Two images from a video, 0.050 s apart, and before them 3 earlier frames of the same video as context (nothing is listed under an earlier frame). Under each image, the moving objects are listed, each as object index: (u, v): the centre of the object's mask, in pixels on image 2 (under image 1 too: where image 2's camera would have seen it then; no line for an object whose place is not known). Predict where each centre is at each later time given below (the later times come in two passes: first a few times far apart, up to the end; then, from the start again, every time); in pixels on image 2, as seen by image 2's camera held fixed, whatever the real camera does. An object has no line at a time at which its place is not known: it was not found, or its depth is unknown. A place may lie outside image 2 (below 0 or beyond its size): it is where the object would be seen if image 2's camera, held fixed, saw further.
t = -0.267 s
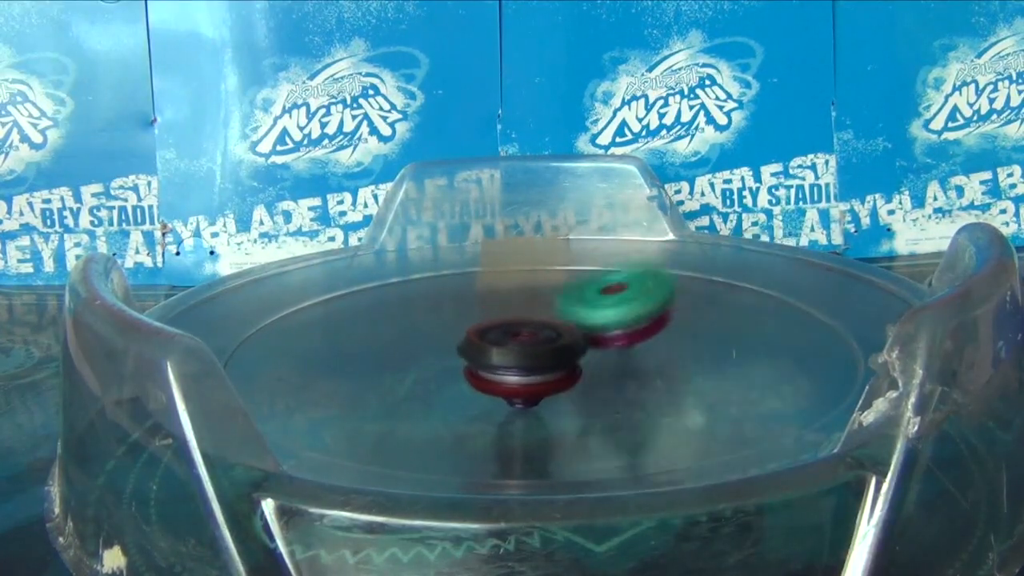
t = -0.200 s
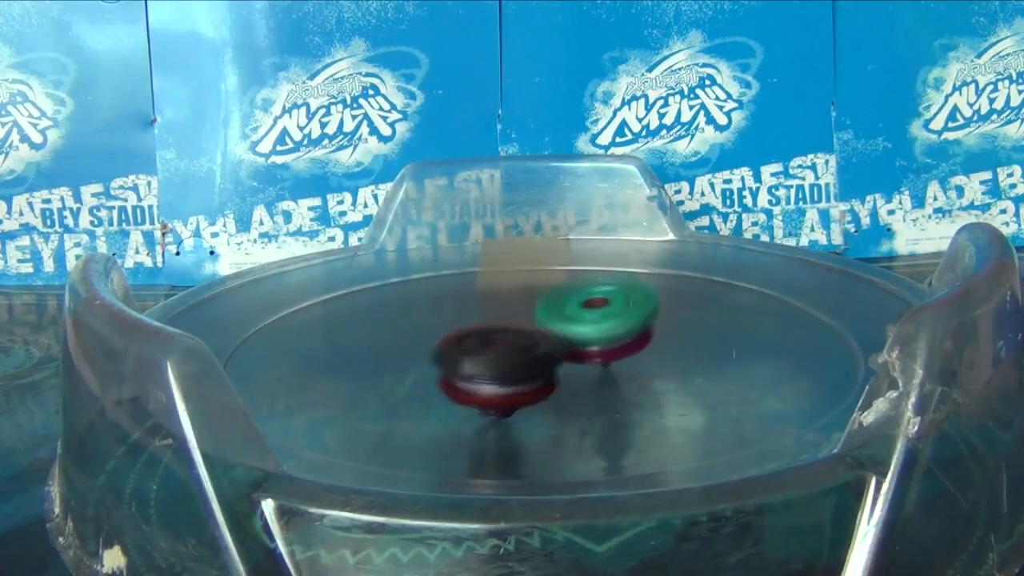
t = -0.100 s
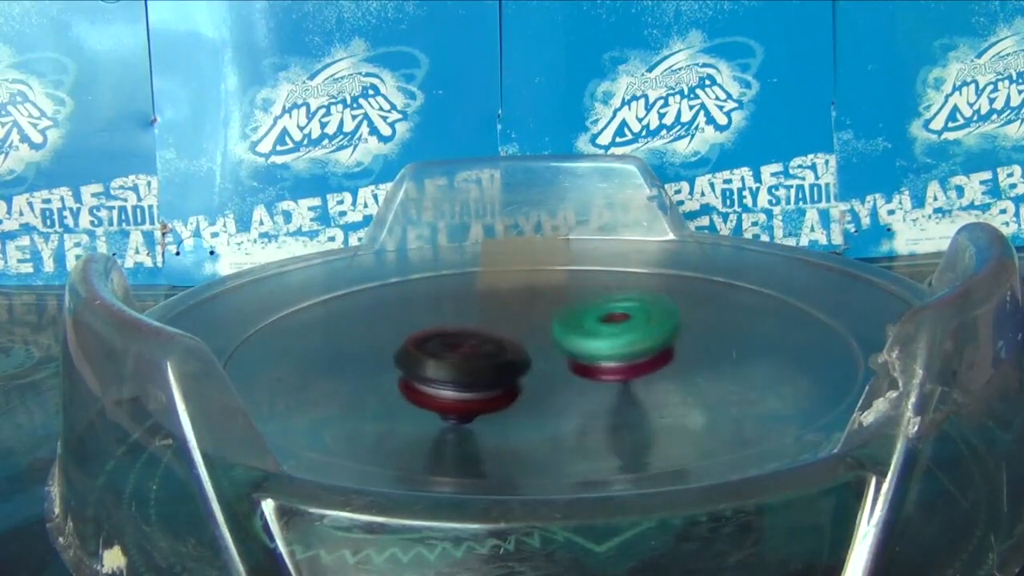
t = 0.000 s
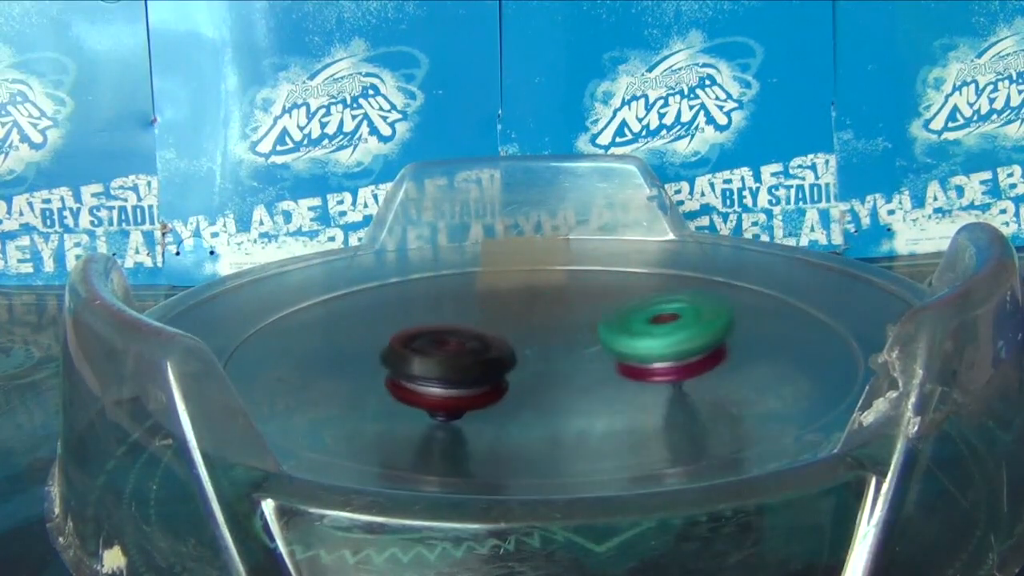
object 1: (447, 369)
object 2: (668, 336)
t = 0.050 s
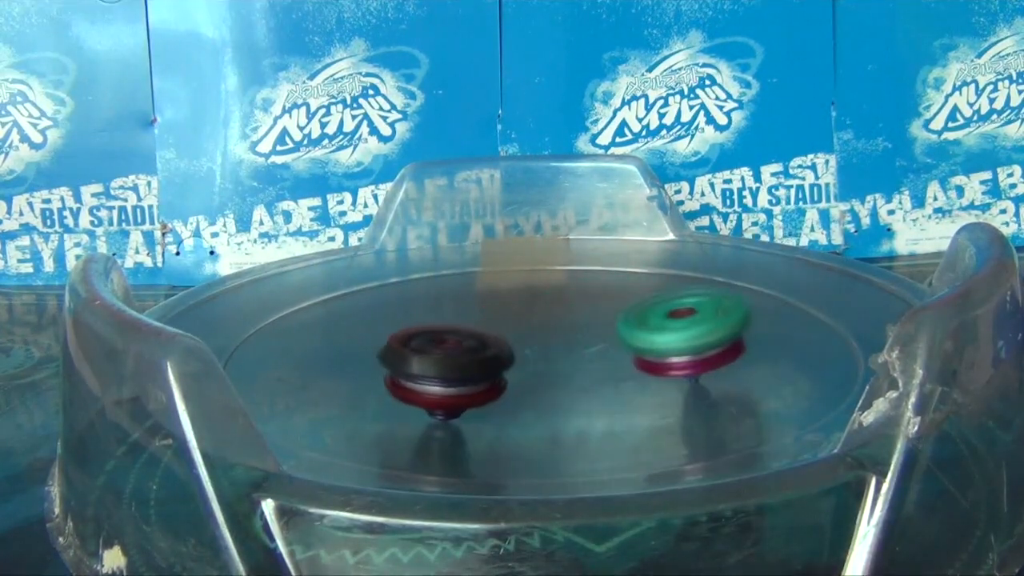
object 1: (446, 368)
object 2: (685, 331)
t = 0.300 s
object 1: (475, 359)
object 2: (605, 333)
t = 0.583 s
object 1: (479, 340)
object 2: (649, 355)
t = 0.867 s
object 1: (487, 323)
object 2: (622, 332)
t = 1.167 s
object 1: (470, 305)
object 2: (622, 359)
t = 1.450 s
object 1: (488, 319)
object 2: (602, 346)
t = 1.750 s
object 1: (432, 286)
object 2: (641, 359)
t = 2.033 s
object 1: (467, 301)
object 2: (504, 362)
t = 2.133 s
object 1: (490, 311)
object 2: (493, 381)
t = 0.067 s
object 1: (445, 368)
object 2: (688, 329)
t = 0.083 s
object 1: (445, 368)
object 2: (690, 328)
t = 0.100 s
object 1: (444, 367)
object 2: (691, 327)
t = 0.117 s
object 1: (445, 366)
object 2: (690, 325)
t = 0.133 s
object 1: (446, 366)
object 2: (688, 324)
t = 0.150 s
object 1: (447, 365)
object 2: (684, 324)
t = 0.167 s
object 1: (449, 364)
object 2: (680, 323)
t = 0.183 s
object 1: (451, 363)
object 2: (673, 323)
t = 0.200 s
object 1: (454, 363)
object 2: (665, 324)
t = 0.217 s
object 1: (457, 362)
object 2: (657, 324)
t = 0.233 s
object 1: (460, 361)
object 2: (648, 325)
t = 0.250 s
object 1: (464, 361)
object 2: (637, 327)
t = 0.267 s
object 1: (467, 360)
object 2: (627, 328)
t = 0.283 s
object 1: (472, 359)
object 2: (616, 331)
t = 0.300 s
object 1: (475, 359)
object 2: (605, 333)
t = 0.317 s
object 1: (473, 357)
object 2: (600, 336)
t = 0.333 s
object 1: (467, 357)
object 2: (600, 338)
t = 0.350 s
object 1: (462, 356)
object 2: (601, 339)
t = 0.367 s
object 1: (459, 355)
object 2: (602, 341)
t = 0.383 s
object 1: (457, 354)
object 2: (603, 343)
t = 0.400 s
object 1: (455, 352)
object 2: (604, 345)
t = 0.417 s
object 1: (454, 350)
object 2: (606, 347)
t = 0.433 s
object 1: (454, 349)
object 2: (607, 349)
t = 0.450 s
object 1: (455, 347)
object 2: (610, 350)
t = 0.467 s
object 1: (457, 346)
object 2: (613, 352)
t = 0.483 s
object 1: (459, 345)
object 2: (617, 353)
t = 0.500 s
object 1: (462, 344)
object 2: (622, 354)
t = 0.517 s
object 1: (465, 343)
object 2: (626, 356)
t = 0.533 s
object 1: (468, 341)
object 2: (632, 355)
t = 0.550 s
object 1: (472, 341)
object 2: (638, 356)
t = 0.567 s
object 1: (475, 340)
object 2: (644, 356)
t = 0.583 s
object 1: (479, 340)
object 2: (649, 355)
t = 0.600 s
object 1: (482, 339)
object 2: (656, 354)
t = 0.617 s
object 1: (485, 339)
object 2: (661, 352)
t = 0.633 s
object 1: (489, 338)
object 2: (666, 351)
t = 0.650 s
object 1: (492, 338)
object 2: (670, 349)
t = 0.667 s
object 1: (496, 337)
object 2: (673, 347)
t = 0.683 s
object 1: (499, 337)
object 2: (673, 345)
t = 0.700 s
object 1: (502, 337)
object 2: (673, 342)
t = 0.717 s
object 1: (506, 336)
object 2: (670, 341)
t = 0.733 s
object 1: (508, 336)
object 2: (666, 339)
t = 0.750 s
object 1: (512, 335)
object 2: (659, 337)
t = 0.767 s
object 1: (516, 335)
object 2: (649, 335)
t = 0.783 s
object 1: (517, 334)
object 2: (642, 334)
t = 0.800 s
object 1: (511, 333)
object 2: (640, 333)
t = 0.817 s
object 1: (505, 331)
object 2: (634, 332)
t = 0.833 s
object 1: (502, 328)
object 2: (627, 332)
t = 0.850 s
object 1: (496, 326)
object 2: (624, 332)
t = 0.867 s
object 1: (487, 323)
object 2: (622, 332)
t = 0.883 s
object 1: (481, 321)
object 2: (621, 333)
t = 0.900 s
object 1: (477, 318)
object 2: (619, 333)
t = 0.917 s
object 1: (475, 316)
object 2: (616, 335)
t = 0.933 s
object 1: (474, 314)
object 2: (614, 337)
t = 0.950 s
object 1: (473, 312)
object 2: (611, 340)
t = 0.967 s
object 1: (472, 311)
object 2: (609, 341)
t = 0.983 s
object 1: (471, 310)
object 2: (607, 343)
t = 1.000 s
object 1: (471, 309)
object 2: (606, 345)
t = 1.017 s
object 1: (470, 308)
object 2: (605, 347)
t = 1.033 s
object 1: (469, 307)
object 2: (605, 348)
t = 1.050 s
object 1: (469, 307)
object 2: (605, 351)
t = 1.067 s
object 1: (468, 306)
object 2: (606, 352)
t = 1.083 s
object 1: (468, 305)
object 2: (607, 354)
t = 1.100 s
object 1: (468, 305)
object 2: (609, 356)
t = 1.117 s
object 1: (468, 305)
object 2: (612, 357)
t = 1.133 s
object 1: (469, 305)
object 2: (615, 358)
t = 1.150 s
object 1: (469, 305)
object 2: (618, 358)
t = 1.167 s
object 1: (470, 305)
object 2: (622, 359)
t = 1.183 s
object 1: (471, 305)
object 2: (626, 359)
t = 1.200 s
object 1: (472, 305)
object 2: (630, 359)
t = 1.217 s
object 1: (473, 306)
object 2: (633, 359)
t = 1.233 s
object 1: (474, 307)
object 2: (638, 358)
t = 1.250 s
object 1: (476, 307)
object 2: (642, 356)
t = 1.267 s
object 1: (478, 308)
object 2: (644, 355)
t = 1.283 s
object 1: (479, 309)
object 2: (646, 355)
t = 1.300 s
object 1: (481, 310)
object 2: (647, 353)
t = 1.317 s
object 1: (482, 311)
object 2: (647, 352)
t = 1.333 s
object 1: (485, 313)
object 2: (645, 350)
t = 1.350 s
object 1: (486, 314)
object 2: (642, 349)
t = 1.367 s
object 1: (488, 316)
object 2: (637, 347)
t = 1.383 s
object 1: (491, 318)
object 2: (630, 347)
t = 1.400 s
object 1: (492, 319)
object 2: (623, 346)
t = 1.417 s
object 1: (494, 321)
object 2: (613, 345)
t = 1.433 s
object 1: (494, 322)
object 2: (604, 346)
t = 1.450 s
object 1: (488, 319)
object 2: (602, 346)
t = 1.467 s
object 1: (475, 315)
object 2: (605, 349)
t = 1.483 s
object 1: (463, 311)
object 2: (608, 352)
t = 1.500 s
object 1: (453, 307)
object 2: (610, 354)
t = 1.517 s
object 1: (444, 303)
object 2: (611, 356)
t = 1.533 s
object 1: (438, 299)
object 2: (612, 357)
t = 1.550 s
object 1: (435, 296)
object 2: (613, 359)
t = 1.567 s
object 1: (432, 294)
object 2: (614, 360)
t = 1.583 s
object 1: (431, 292)
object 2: (616, 361)
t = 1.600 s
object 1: (430, 290)
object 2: (619, 362)
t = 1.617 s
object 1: (429, 289)
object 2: (621, 363)
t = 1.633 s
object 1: (429, 288)
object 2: (624, 362)
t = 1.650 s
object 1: (428, 287)
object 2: (627, 363)
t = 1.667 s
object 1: (428, 286)
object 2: (631, 363)
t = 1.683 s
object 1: (429, 286)
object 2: (634, 362)
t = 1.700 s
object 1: (429, 286)
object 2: (638, 362)
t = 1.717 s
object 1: (430, 286)
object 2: (639, 361)
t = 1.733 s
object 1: (431, 286)
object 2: (641, 360)
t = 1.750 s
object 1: (432, 286)
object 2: (641, 359)
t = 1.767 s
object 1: (434, 287)
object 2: (640, 358)
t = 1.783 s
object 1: (436, 288)
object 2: (638, 357)
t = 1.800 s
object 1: (438, 289)
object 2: (634, 356)
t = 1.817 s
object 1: (440, 290)
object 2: (629, 354)
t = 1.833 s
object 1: (442, 292)
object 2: (622, 353)
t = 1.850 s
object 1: (444, 293)
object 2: (615, 353)
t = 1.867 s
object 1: (447, 295)
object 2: (607, 352)
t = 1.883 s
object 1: (450, 297)
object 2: (596, 352)
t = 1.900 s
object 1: (452, 299)
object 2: (586, 352)
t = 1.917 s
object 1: (455, 302)
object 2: (574, 352)
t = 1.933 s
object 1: (457, 303)
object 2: (563, 351)
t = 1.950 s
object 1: (459, 304)
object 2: (552, 351)
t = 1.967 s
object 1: (459, 304)
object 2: (540, 351)
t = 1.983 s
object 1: (461, 304)
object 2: (529, 353)
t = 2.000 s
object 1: (462, 303)
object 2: (519, 355)
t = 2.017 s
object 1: (465, 302)
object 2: (511, 358)
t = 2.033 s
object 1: (467, 301)
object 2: (504, 362)
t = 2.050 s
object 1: (471, 302)
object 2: (499, 366)
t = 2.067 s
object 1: (475, 303)
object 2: (493, 369)
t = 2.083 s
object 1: (478, 305)
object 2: (491, 373)
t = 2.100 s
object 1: (483, 306)
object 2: (489, 375)
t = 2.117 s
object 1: (486, 309)
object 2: (490, 378)
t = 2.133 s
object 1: (490, 311)
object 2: (493, 381)
